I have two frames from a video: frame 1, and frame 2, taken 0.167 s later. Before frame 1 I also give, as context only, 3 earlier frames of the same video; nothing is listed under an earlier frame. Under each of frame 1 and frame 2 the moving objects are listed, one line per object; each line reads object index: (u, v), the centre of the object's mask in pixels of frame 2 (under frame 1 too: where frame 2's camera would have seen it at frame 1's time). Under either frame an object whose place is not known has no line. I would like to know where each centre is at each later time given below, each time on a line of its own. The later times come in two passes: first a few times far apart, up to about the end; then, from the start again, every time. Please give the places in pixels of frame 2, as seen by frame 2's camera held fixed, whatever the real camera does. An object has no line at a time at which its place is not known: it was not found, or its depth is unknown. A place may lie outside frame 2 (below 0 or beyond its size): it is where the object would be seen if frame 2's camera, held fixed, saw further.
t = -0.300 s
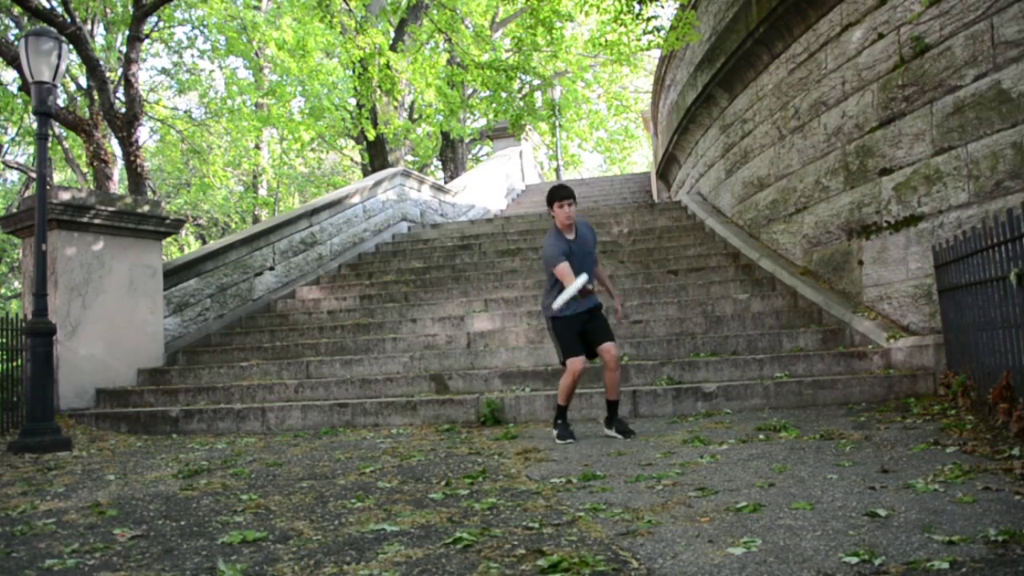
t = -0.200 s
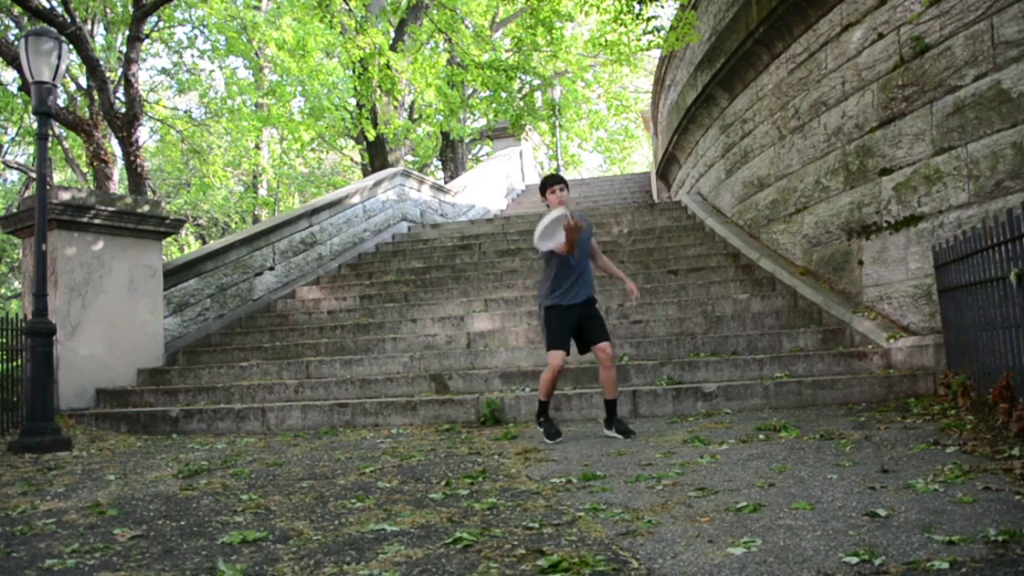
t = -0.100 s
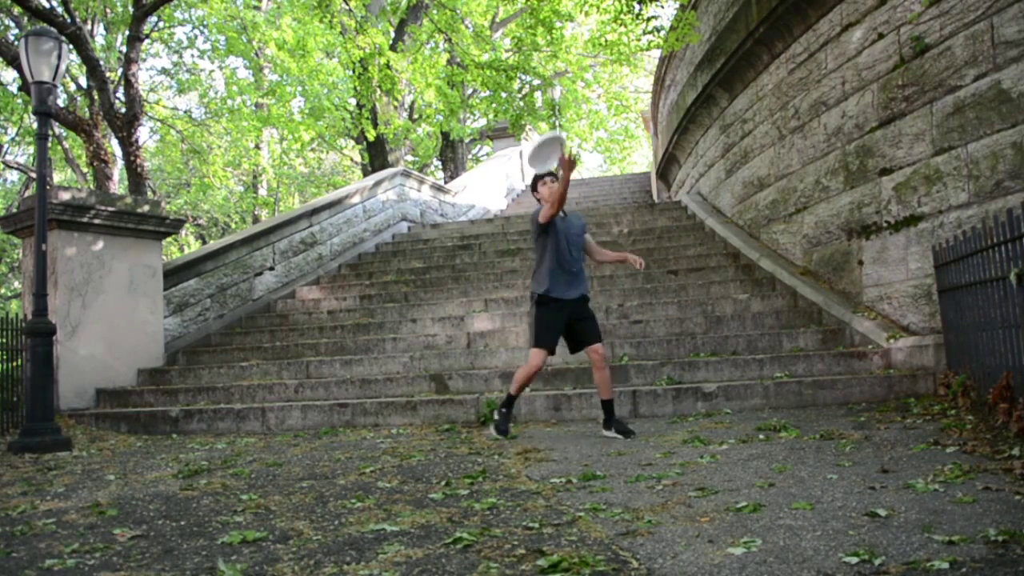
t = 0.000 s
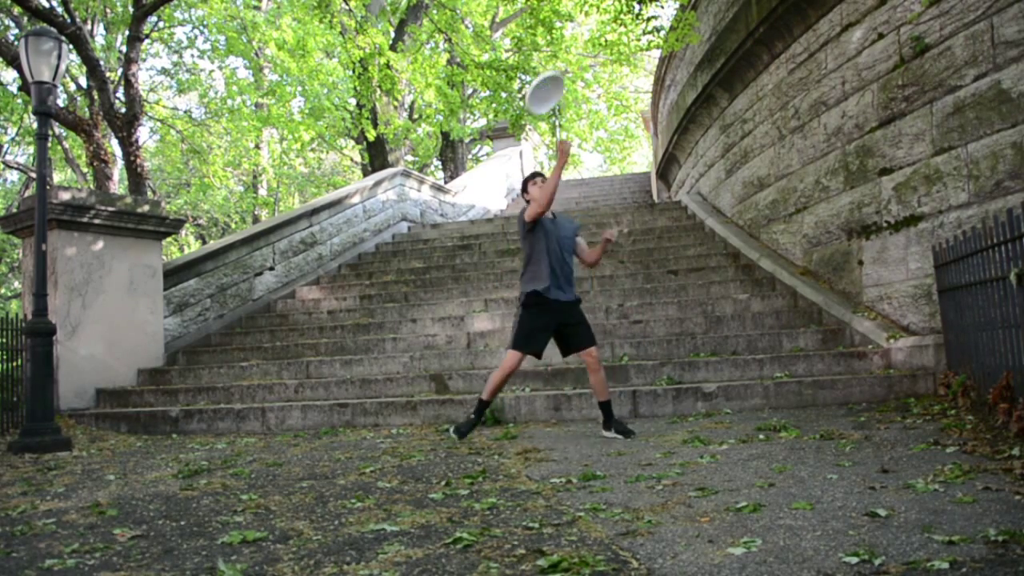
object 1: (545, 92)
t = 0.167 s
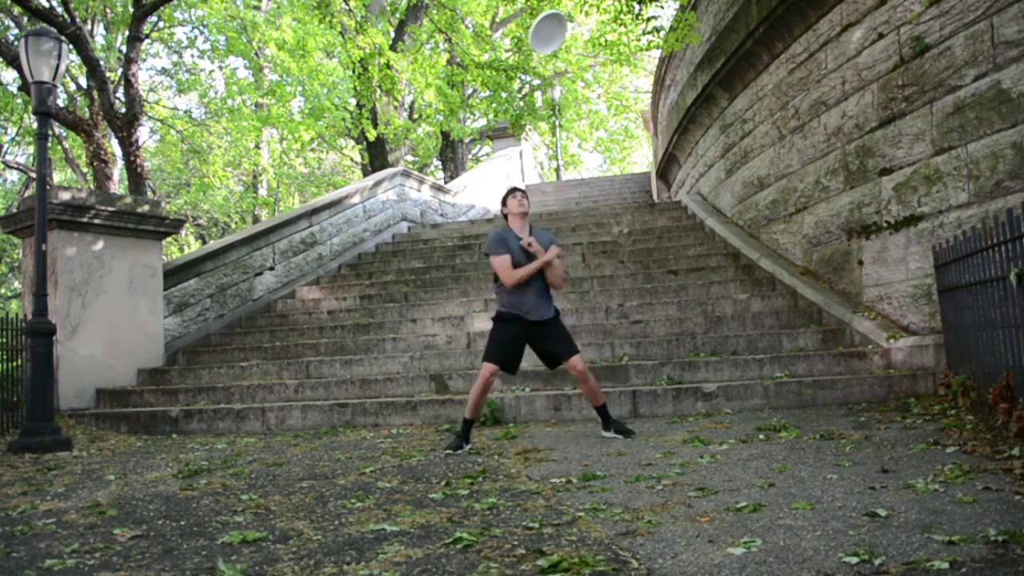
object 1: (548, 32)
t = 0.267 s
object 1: (551, 18)
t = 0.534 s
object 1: (562, 53)
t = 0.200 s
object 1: (549, 25)
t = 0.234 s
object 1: (550, 20)
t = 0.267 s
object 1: (551, 18)
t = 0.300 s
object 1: (552, 18)
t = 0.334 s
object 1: (553, 18)
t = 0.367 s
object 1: (555, 18)
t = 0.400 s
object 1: (557, 21)
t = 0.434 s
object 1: (558, 26)
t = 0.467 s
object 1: (560, 33)
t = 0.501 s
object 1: (561, 42)
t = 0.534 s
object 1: (562, 53)
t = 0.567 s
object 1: (563, 65)
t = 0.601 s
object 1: (563, 79)
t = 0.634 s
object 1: (563, 94)
